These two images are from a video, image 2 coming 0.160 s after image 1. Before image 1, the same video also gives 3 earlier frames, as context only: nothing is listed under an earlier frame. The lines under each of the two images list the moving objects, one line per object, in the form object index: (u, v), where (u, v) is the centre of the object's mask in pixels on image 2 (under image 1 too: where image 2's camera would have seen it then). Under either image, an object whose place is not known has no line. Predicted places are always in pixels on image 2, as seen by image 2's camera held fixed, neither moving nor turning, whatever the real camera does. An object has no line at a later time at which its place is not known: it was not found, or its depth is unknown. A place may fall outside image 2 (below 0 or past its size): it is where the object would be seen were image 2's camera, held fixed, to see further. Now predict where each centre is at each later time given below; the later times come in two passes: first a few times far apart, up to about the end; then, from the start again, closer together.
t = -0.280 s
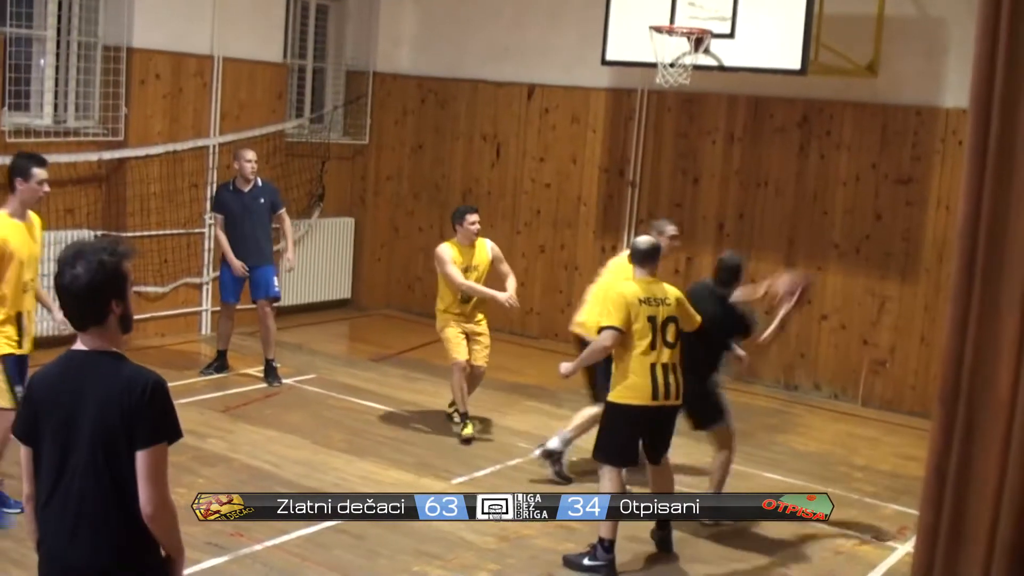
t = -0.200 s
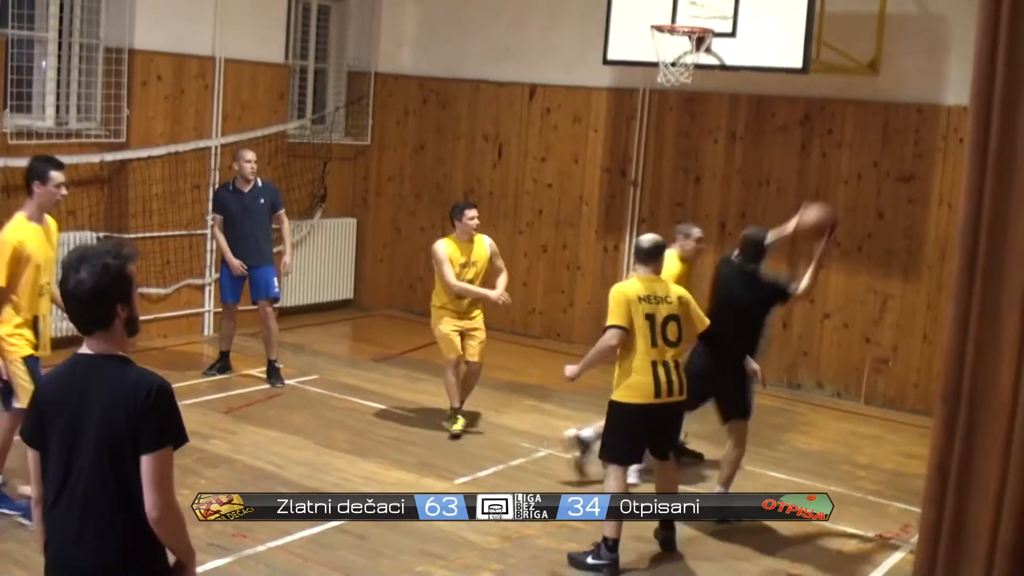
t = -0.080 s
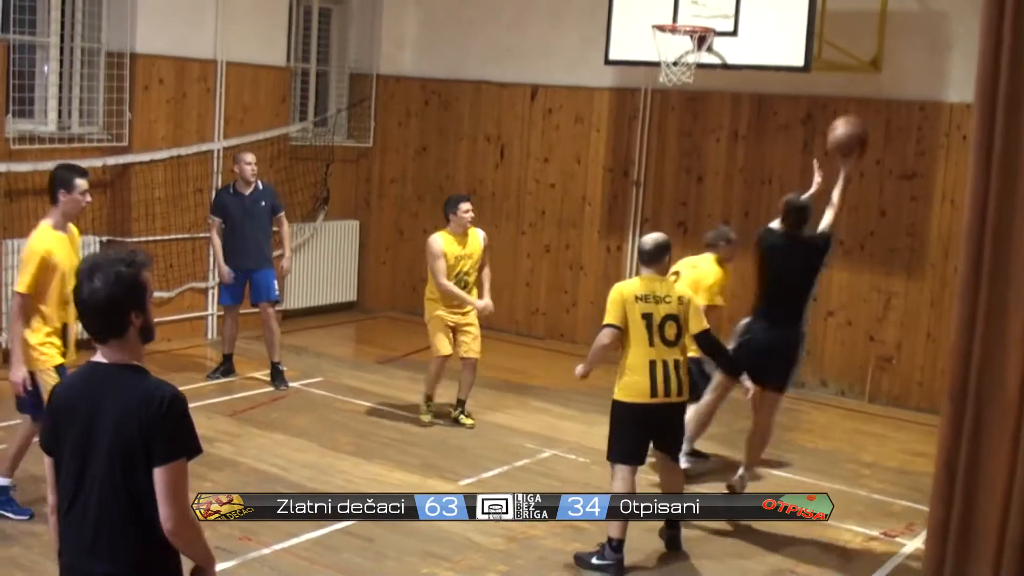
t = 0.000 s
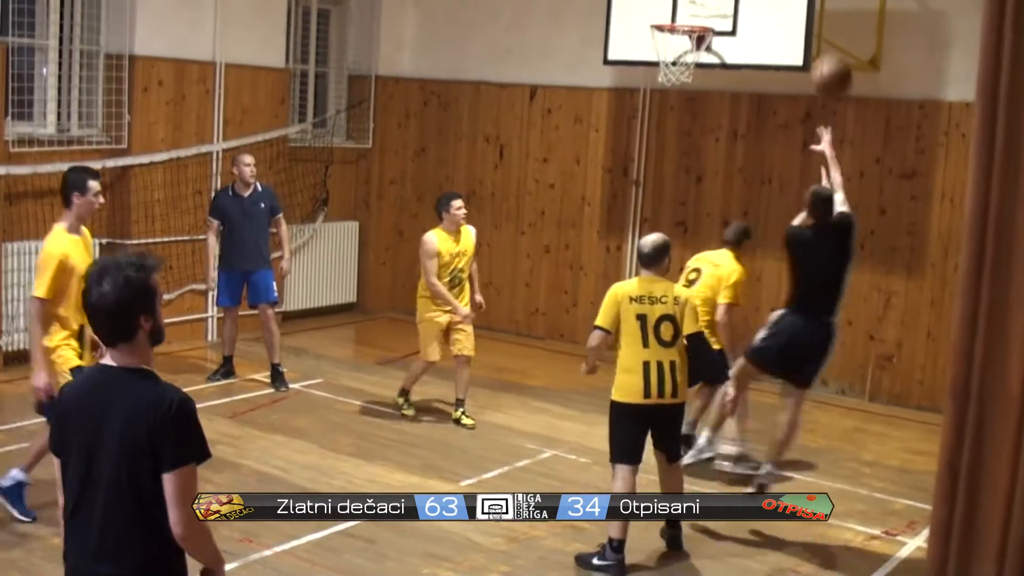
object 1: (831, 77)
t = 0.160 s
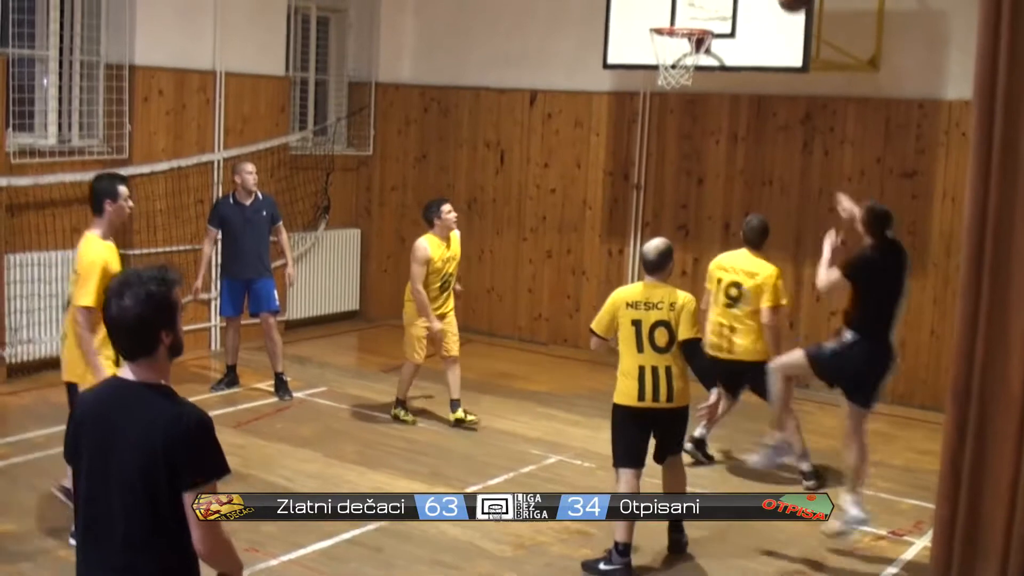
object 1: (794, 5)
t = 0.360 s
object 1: (751, -35)
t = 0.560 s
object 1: (711, -32)
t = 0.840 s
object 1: (695, 57)
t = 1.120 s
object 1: (700, 63)
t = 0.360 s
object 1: (751, -35)
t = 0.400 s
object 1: (743, -41)
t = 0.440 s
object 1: (735, -45)
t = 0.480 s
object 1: (727, -45)
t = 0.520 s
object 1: (719, -39)
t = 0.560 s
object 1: (711, -32)
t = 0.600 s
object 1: (703, -21)
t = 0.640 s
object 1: (695, -8)
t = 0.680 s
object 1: (687, 6)
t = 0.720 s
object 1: (679, 18)
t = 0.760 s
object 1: (680, 33)
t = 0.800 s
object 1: (687, 46)
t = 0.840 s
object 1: (695, 57)
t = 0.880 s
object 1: (698, 60)
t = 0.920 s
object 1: (701, 56)
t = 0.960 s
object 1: (701, 56)
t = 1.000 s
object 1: (701, 55)
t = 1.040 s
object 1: (701, 55)
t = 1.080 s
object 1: (701, 59)
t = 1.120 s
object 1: (700, 63)
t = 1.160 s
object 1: (699, 70)
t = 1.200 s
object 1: (698, 80)
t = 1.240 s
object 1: (697, 90)
